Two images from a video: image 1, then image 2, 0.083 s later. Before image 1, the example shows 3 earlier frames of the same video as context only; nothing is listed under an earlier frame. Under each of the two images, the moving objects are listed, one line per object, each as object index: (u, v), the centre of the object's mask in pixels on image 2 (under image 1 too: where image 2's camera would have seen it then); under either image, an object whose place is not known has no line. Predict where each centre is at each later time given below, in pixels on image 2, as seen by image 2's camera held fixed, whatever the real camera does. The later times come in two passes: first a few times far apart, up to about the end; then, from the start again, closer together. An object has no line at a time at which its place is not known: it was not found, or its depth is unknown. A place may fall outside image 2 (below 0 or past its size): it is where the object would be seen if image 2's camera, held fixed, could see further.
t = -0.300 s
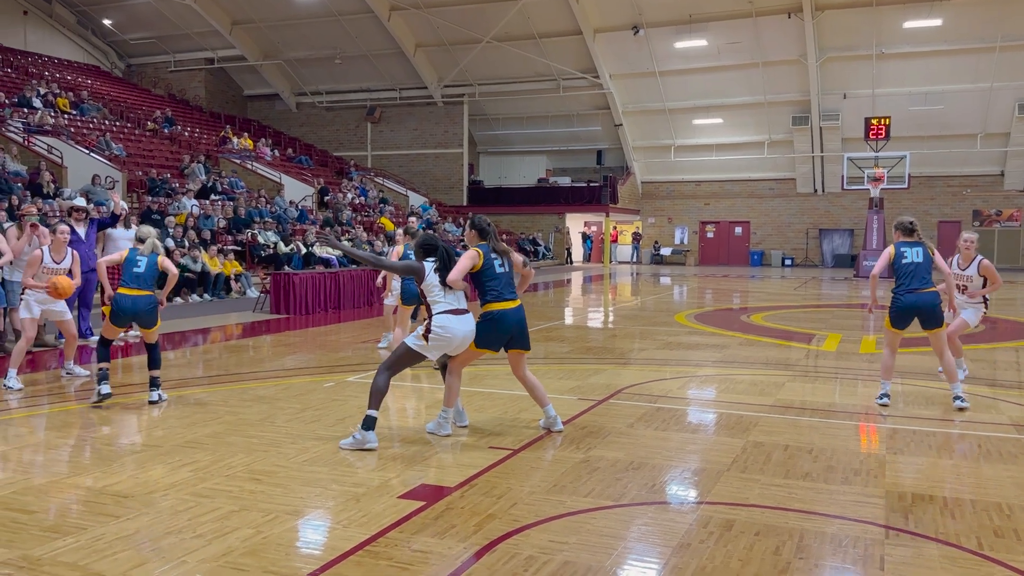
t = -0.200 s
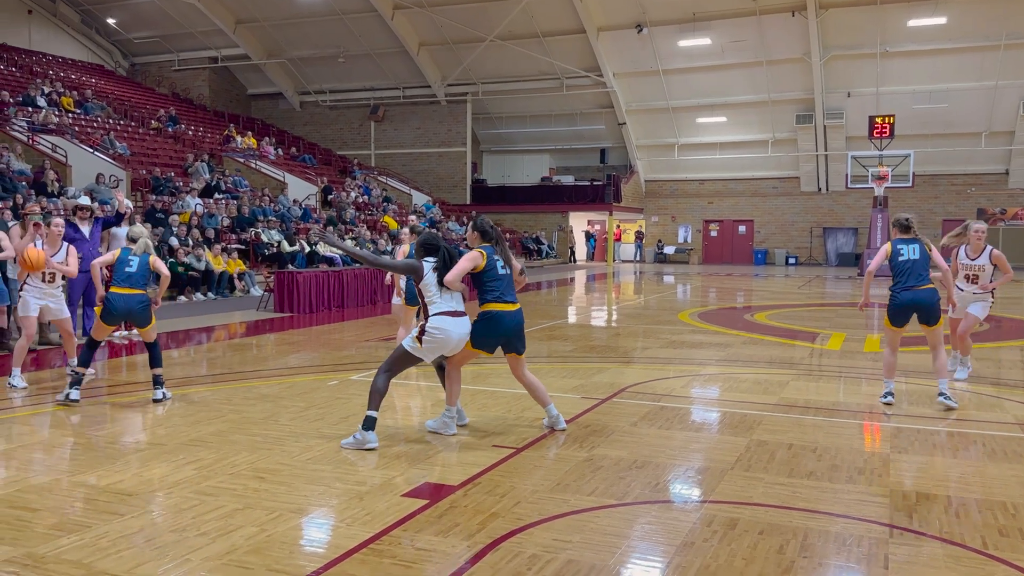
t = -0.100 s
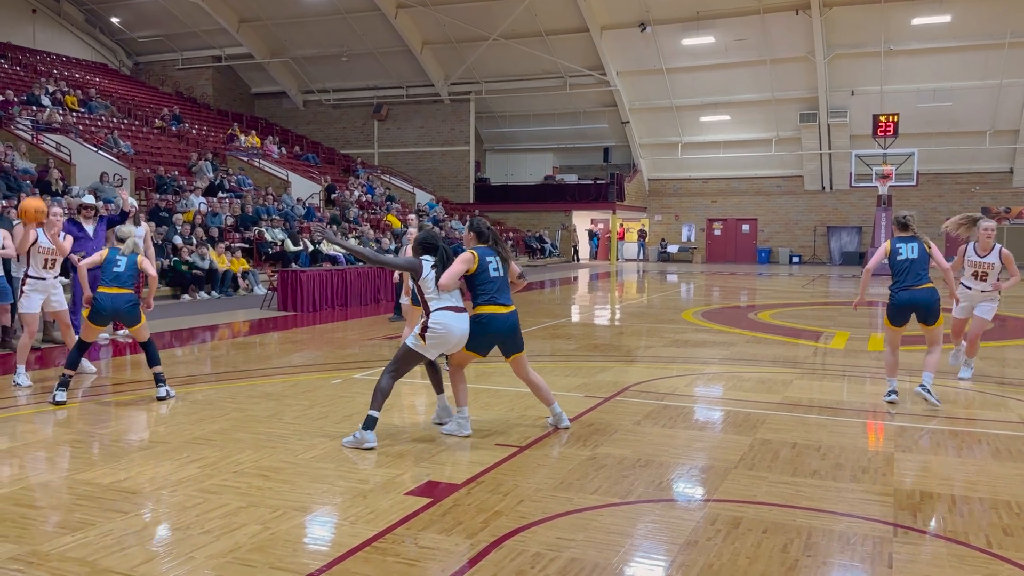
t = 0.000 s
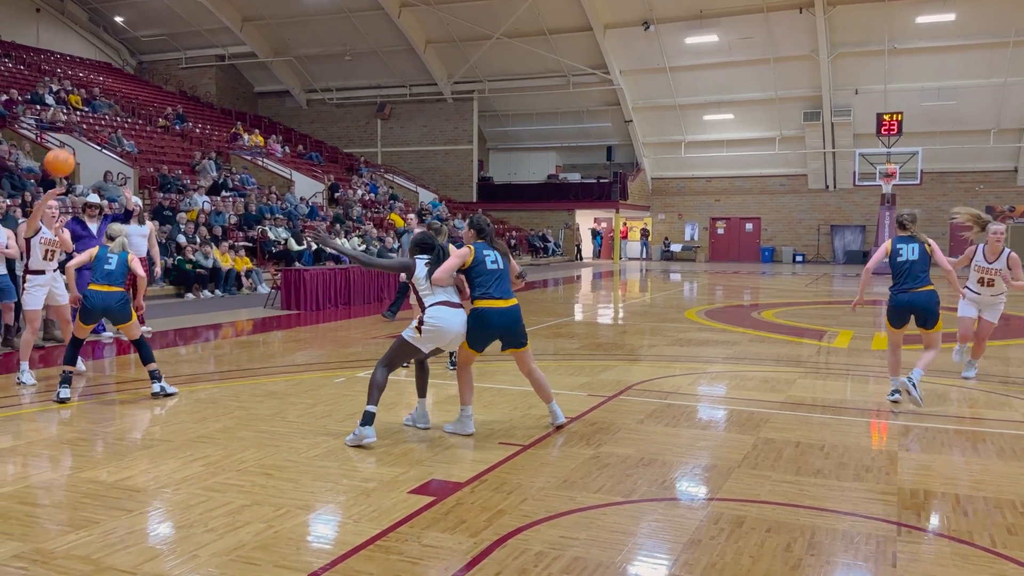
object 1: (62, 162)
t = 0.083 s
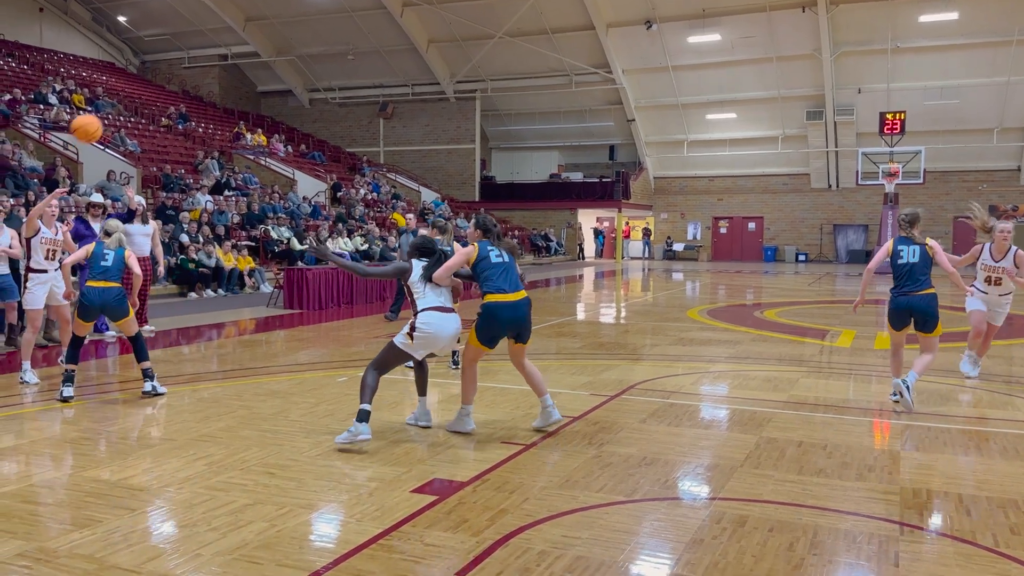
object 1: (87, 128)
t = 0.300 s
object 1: (159, 71)
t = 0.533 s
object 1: (262, 74)
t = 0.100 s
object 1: (91, 123)
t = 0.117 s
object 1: (97, 117)
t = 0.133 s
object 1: (101, 112)
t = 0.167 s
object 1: (113, 101)
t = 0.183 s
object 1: (118, 96)
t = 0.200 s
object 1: (124, 92)
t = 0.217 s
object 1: (129, 88)
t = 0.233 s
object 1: (135, 84)
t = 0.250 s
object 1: (141, 80)
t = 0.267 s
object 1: (147, 77)
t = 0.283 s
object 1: (153, 74)
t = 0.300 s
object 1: (159, 71)
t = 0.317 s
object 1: (166, 69)
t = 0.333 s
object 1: (172, 67)
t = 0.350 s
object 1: (179, 65)
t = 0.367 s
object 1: (186, 64)
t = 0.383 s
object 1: (193, 63)
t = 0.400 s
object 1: (200, 63)
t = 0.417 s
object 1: (207, 63)
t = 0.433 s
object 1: (215, 63)
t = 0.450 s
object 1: (222, 63)
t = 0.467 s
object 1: (230, 64)
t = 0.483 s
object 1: (237, 66)
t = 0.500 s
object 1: (245, 68)
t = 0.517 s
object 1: (254, 71)
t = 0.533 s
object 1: (262, 74)
